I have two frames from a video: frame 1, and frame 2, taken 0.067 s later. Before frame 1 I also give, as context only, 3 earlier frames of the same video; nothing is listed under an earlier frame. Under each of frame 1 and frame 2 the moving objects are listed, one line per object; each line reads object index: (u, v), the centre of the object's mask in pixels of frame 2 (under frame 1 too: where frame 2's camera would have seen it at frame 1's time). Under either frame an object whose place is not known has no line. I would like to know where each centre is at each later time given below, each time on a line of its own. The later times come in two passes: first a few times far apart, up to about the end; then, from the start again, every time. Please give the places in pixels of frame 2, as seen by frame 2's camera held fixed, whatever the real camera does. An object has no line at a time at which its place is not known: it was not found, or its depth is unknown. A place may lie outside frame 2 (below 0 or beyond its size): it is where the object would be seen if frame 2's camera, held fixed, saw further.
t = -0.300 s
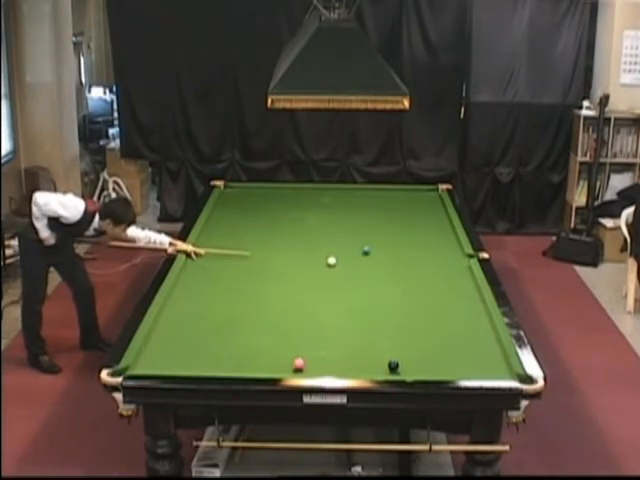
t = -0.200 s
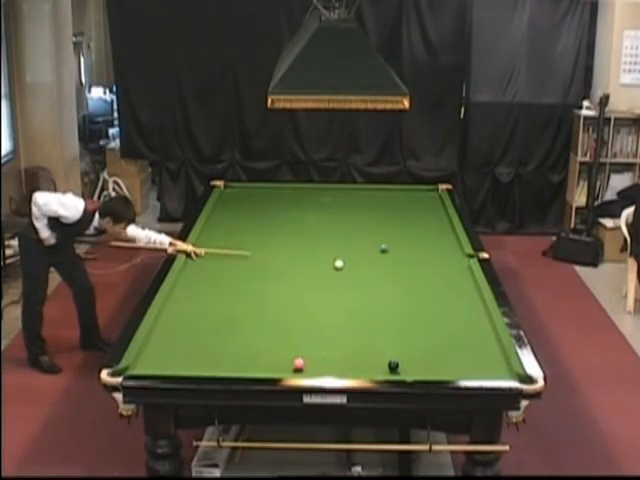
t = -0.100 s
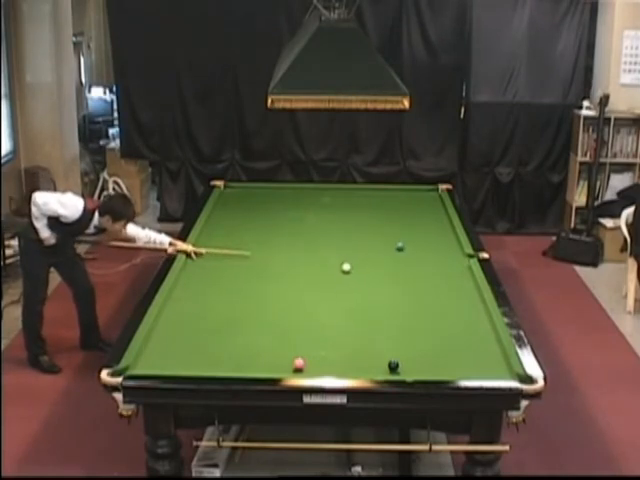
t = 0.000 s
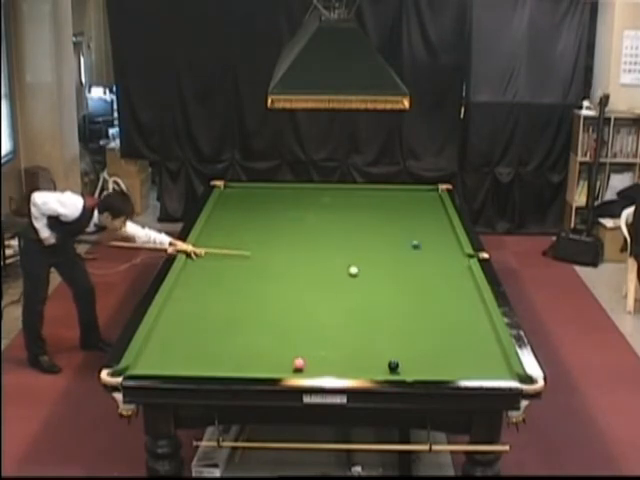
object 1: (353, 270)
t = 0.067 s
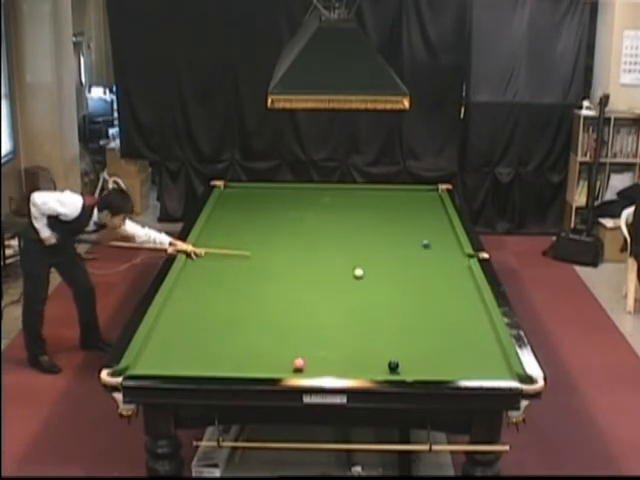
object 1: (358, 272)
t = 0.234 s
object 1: (370, 278)
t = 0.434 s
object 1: (385, 285)
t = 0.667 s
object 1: (403, 292)
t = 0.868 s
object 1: (417, 298)
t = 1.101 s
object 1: (435, 306)
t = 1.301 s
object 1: (449, 311)
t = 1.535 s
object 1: (466, 318)
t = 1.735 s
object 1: (480, 324)
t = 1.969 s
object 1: (490, 330)
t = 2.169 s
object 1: (484, 335)
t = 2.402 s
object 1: (478, 339)
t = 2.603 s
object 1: (473, 342)
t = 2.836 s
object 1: (468, 346)
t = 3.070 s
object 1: (463, 350)
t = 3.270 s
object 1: (459, 352)
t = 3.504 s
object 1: (455, 355)
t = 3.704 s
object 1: (452, 356)
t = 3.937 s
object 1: (449, 358)
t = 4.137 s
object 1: (447, 359)
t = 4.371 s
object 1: (445, 361)
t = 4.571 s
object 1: (444, 361)
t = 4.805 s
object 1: (444, 361)
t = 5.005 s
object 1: (444, 362)
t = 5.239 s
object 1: (444, 361)
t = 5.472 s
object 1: (444, 361)
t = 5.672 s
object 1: (444, 362)
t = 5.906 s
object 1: (444, 361)
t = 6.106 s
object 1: (444, 361)
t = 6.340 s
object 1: (444, 361)
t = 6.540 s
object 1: (444, 361)
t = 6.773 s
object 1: (444, 361)
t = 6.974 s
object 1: (444, 361)
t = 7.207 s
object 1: (444, 361)
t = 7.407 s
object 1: (444, 361)
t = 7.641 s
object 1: (444, 361)
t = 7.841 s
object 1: (444, 361)
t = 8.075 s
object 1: (444, 361)
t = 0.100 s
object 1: (360, 274)
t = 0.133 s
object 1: (362, 275)
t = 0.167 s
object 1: (365, 276)
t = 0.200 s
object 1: (368, 277)
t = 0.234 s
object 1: (370, 278)
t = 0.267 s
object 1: (373, 279)
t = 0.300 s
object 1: (375, 280)
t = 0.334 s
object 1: (378, 281)
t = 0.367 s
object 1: (380, 283)
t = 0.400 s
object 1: (383, 283)
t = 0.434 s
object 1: (385, 285)
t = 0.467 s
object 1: (387, 286)
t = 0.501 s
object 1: (390, 287)
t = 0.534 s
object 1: (392, 288)
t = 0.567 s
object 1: (395, 289)
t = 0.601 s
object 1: (397, 290)
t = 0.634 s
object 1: (400, 291)
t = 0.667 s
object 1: (403, 292)
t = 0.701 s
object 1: (405, 293)
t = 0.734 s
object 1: (407, 294)
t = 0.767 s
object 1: (410, 295)
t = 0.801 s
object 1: (412, 296)
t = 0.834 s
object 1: (415, 297)
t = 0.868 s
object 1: (417, 298)
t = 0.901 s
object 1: (420, 299)
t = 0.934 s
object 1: (422, 300)
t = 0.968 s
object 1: (425, 301)
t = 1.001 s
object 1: (427, 302)
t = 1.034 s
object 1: (430, 303)
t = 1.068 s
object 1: (432, 304)
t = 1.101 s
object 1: (435, 306)
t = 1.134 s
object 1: (437, 306)
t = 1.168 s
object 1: (439, 307)
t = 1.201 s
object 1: (442, 308)
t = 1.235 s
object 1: (445, 310)
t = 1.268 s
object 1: (447, 311)
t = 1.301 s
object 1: (449, 311)
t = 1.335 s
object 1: (452, 312)
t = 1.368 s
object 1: (454, 313)
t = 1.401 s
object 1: (456, 314)
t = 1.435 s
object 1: (459, 315)
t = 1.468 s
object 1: (461, 317)
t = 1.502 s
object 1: (464, 318)
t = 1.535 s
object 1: (466, 318)
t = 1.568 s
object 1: (469, 320)
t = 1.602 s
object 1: (471, 321)
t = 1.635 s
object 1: (473, 322)
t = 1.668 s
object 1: (476, 323)
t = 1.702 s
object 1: (478, 324)
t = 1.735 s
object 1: (480, 324)
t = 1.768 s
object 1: (482, 325)
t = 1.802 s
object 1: (485, 326)
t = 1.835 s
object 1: (487, 327)
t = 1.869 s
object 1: (489, 328)
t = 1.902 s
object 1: (491, 329)
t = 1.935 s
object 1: (490, 330)
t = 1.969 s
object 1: (490, 330)
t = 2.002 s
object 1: (489, 331)
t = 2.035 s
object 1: (488, 332)
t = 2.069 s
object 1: (487, 333)
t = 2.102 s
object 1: (486, 333)
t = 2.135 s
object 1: (485, 334)
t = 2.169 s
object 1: (484, 335)
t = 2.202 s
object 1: (483, 335)
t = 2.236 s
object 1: (483, 336)
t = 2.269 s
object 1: (482, 336)
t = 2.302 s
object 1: (481, 337)
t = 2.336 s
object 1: (480, 338)
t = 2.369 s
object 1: (479, 338)
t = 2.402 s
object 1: (478, 339)
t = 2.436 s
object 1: (477, 339)
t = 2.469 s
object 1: (476, 340)
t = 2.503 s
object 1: (476, 341)
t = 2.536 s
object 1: (475, 341)
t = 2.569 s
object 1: (474, 342)
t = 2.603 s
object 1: (473, 342)
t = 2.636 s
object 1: (472, 343)
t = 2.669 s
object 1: (472, 344)
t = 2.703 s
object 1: (471, 344)
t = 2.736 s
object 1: (470, 345)
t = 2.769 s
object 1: (469, 345)
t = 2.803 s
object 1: (469, 346)
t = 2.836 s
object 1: (468, 346)
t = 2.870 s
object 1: (467, 347)
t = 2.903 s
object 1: (466, 347)
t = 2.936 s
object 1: (466, 347)
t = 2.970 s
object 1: (465, 348)
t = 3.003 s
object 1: (464, 348)
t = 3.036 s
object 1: (464, 349)
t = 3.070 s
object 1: (463, 350)
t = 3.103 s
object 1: (462, 350)
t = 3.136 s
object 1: (462, 350)
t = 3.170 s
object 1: (461, 351)
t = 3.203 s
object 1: (460, 351)
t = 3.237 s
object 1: (460, 352)
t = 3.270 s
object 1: (459, 352)
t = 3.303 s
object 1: (458, 352)
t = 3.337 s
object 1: (458, 353)
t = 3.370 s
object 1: (457, 353)
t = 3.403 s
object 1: (457, 353)
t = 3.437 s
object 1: (456, 354)
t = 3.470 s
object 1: (456, 354)
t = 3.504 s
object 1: (455, 355)
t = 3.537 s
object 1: (455, 355)
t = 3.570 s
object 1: (454, 355)
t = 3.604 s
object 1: (454, 355)
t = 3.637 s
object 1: (453, 356)
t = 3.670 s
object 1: (453, 356)
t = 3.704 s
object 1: (452, 356)
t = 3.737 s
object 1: (452, 357)
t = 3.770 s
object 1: (452, 357)
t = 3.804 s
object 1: (451, 357)
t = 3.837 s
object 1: (451, 358)
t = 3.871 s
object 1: (450, 358)
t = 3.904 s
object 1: (450, 358)
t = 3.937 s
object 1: (449, 358)
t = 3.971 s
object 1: (449, 358)
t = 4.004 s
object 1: (448, 359)
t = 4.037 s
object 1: (448, 359)
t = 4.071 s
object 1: (448, 359)
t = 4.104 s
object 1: (448, 359)
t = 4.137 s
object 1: (447, 359)
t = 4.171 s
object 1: (447, 359)
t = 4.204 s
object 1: (447, 360)
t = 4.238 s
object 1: (446, 360)
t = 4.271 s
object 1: (446, 360)
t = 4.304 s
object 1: (446, 360)
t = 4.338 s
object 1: (446, 360)
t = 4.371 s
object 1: (445, 361)
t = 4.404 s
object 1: (445, 361)
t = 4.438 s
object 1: (445, 361)
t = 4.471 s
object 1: (445, 361)
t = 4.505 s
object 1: (444, 361)
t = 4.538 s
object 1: (444, 361)
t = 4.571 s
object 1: (444, 361)
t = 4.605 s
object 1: (444, 361)
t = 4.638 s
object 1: (444, 361)
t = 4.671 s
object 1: (444, 361)
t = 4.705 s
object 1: (444, 361)
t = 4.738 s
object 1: (444, 361)
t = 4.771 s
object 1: (444, 361)
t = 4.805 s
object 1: (444, 361)
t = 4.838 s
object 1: (444, 361)
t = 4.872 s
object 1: (444, 361)
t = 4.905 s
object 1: (444, 361)
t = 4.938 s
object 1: (444, 362)
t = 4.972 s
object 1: (444, 362)
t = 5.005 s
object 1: (444, 362)
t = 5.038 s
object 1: (444, 361)
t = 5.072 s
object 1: (444, 361)
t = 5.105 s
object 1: (444, 361)
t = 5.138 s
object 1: (444, 361)
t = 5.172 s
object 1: (444, 361)
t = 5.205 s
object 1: (444, 361)
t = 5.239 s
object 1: (444, 361)
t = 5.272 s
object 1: (444, 361)
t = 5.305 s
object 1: (444, 361)
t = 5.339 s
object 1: (444, 361)
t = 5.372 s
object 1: (444, 361)
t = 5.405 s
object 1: (444, 361)
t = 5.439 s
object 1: (444, 361)
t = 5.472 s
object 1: (444, 361)
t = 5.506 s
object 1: (444, 361)
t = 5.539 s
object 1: (444, 361)
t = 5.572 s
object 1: (444, 361)
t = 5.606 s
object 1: (444, 361)
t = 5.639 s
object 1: (444, 361)
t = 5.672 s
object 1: (444, 362)
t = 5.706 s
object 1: (444, 361)
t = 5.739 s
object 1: (444, 361)
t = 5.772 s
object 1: (444, 361)
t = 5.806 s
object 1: (444, 361)
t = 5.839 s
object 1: (444, 361)
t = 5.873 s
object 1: (444, 361)
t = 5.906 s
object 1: (444, 361)
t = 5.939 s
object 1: (444, 361)
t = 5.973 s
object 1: (444, 361)
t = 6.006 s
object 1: (444, 361)
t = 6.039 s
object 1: (444, 361)
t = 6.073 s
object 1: (444, 361)
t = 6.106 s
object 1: (444, 361)
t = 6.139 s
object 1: (444, 361)
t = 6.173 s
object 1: (444, 361)
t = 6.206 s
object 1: (444, 361)
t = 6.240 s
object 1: (444, 361)
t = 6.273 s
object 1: (444, 361)
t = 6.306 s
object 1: (444, 361)
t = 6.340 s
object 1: (444, 361)
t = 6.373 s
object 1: (444, 361)
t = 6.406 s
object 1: (444, 361)
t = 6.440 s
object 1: (444, 361)
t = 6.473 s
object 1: (444, 361)
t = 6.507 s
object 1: (444, 361)
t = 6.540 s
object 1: (444, 361)
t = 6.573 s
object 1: (444, 361)
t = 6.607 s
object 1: (444, 361)
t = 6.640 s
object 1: (444, 361)
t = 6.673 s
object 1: (444, 361)
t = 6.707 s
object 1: (444, 361)
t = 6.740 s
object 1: (444, 361)
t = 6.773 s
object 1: (444, 361)
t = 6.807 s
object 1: (444, 361)
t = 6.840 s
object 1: (444, 361)
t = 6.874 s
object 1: (444, 361)
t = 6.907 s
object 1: (444, 361)
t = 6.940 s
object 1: (444, 361)
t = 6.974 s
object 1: (444, 361)
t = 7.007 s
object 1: (444, 361)
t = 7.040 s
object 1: (444, 361)
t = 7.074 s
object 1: (444, 361)
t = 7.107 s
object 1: (444, 361)
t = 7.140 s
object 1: (444, 361)
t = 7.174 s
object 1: (444, 361)
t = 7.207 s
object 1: (444, 361)
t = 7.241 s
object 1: (444, 361)
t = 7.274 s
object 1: (444, 362)
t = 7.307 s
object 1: (444, 362)
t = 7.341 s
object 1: (444, 362)
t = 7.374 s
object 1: (444, 361)
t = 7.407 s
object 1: (444, 361)
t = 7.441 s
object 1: (444, 361)
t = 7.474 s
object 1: (444, 361)
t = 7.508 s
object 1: (444, 361)
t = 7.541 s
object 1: (444, 361)
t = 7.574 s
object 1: (444, 361)
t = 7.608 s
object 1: (444, 361)
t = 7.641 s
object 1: (444, 361)
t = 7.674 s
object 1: (444, 361)
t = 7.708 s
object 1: (444, 361)
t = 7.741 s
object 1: (444, 361)
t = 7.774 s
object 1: (444, 361)
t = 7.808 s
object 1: (444, 361)
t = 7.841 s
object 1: (444, 361)
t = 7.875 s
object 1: (444, 361)
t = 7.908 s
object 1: (444, 361)
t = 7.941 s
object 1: (444, 361)
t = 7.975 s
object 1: (444, 361)
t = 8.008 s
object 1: (444, 361)
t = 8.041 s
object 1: (444, 361)
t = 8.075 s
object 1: (444, 361)
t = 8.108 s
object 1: (444, 361)
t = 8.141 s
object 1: (444, 361)
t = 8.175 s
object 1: (444, 361)
